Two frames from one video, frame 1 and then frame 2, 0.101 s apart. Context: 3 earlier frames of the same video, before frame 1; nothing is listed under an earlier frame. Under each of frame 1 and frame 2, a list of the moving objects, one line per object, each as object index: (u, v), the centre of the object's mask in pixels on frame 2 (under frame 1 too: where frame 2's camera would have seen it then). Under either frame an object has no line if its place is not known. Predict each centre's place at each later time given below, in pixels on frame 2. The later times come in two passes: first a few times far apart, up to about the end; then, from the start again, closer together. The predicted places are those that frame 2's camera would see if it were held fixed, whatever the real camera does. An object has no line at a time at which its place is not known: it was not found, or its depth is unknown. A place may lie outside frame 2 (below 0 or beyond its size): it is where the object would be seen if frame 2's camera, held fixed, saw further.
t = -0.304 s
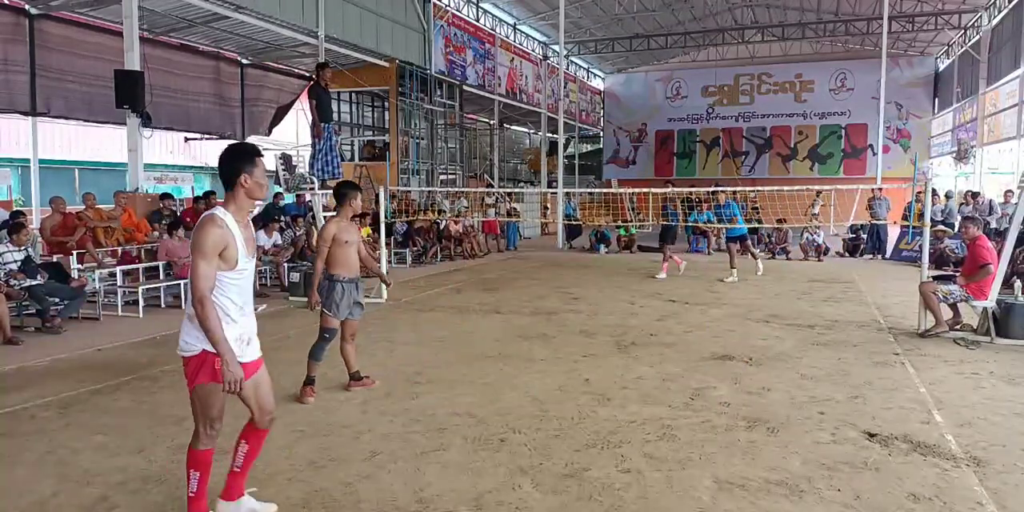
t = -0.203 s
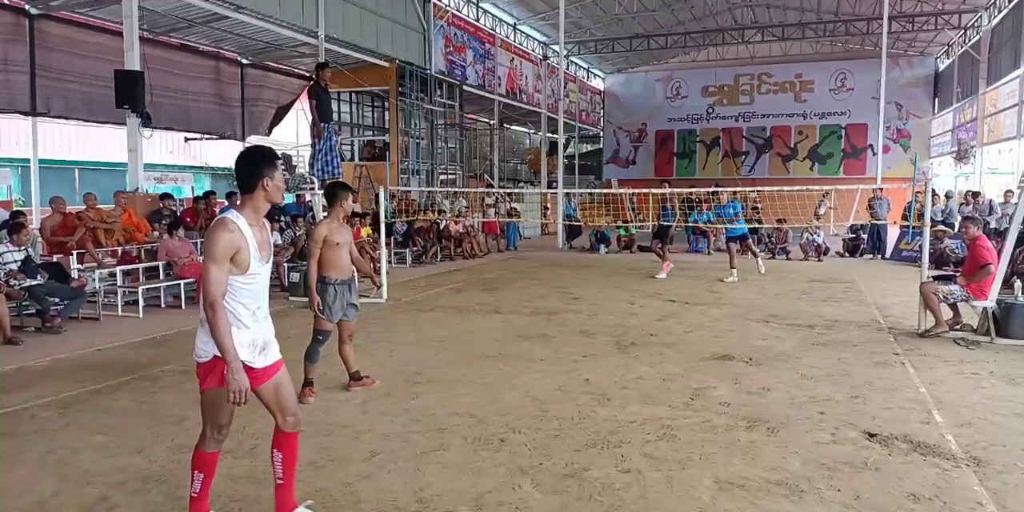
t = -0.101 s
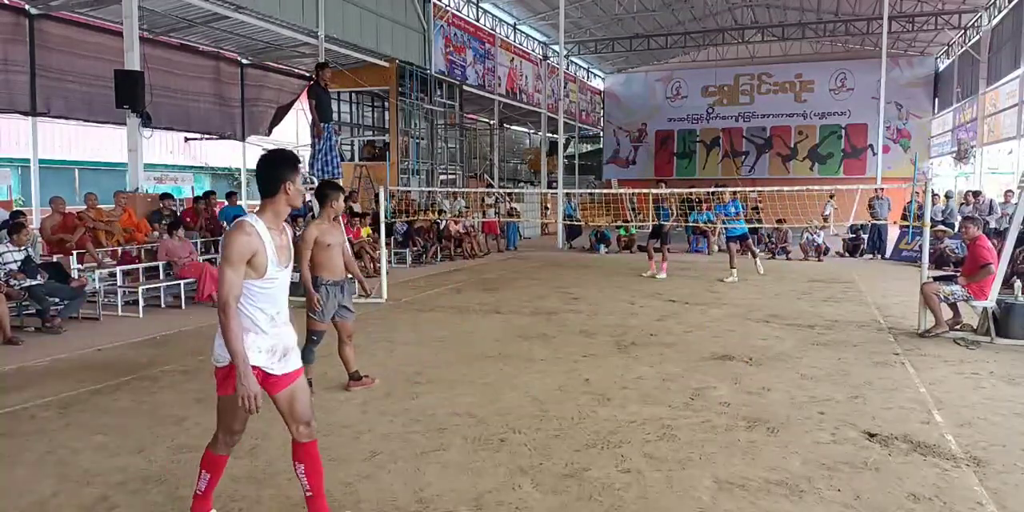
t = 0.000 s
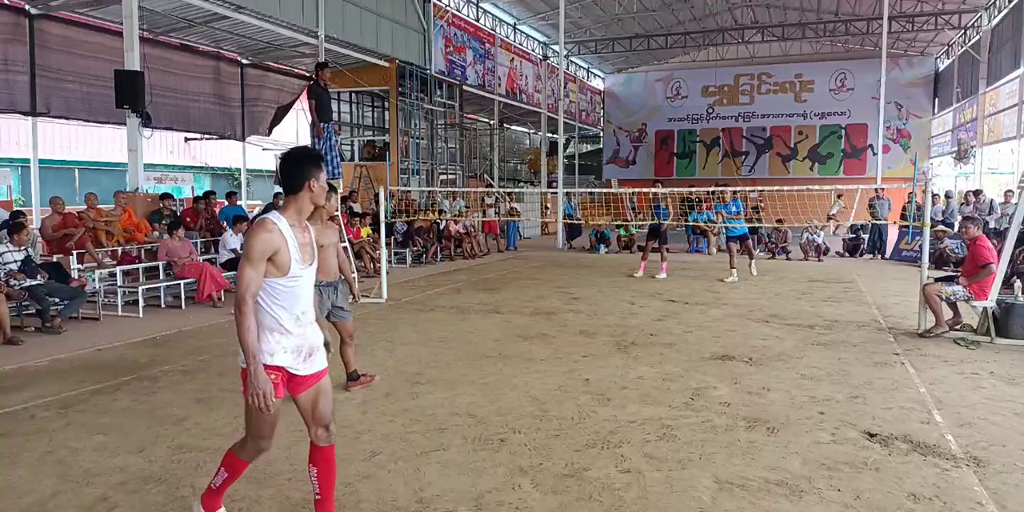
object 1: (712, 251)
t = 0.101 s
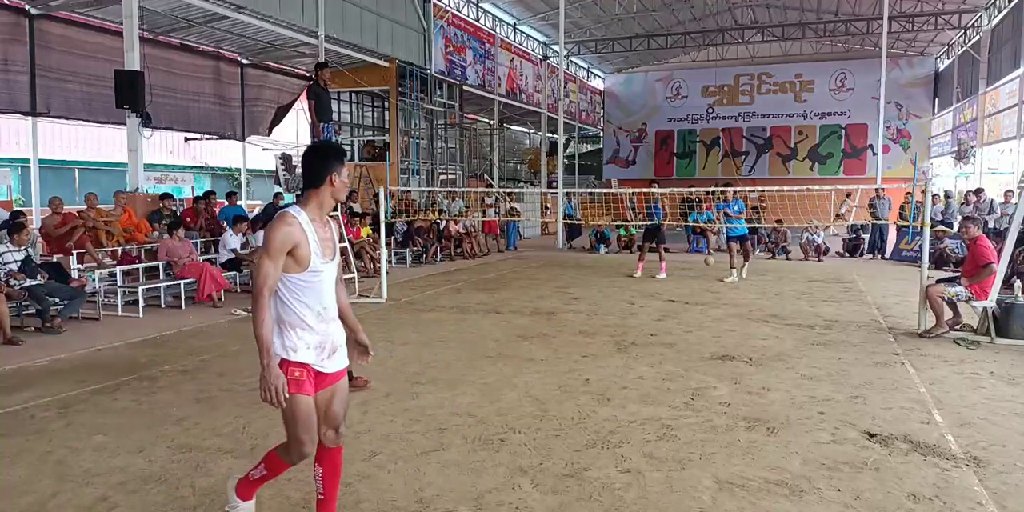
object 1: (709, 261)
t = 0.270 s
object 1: (703, 298)
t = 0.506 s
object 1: (695, 298)
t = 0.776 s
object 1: (683, 339)
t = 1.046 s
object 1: (669, 362)
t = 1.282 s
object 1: (650, 397)
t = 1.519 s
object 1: (621, 436)
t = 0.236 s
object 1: (704, 288)
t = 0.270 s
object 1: (703, 298)
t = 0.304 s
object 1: (701, 309)
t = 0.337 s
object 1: (700, 307)
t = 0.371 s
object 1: (700, 304)
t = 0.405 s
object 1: (698, 301)
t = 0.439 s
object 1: (697, 299)
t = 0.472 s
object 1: (696, 298)
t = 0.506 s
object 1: (695, 298)
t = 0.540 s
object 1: (694, 299)
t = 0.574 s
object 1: (692, 301)
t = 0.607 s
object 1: (691, 304)
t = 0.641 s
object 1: (690, 309)
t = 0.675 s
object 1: (688, 314)
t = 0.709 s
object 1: (687, 321)
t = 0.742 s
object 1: (685, 329)
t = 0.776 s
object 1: (683, 339)
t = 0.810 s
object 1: (682, 342)
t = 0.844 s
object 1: (680, 341)
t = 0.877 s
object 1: (679, 341)
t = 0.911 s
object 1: (677, 343)
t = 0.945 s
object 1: (675, 345)
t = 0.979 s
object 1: (673, 349)
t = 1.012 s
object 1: (671, 355)
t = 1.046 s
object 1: (669, 362)
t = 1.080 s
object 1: (666, 372)
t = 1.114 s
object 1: (664, 376)
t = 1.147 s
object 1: (662, 377)
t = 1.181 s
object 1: (659, 380)
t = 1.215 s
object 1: (656, 384)
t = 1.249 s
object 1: (653, 390)
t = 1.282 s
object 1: (650, 397)
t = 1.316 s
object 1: (646, 408)
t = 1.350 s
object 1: (643, 408)
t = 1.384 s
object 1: (639, 410)
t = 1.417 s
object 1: (635, 413)
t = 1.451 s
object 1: (631, 419)
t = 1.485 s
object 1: (626, 426)
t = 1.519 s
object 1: (621, 436)
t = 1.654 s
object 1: (601, 470)
